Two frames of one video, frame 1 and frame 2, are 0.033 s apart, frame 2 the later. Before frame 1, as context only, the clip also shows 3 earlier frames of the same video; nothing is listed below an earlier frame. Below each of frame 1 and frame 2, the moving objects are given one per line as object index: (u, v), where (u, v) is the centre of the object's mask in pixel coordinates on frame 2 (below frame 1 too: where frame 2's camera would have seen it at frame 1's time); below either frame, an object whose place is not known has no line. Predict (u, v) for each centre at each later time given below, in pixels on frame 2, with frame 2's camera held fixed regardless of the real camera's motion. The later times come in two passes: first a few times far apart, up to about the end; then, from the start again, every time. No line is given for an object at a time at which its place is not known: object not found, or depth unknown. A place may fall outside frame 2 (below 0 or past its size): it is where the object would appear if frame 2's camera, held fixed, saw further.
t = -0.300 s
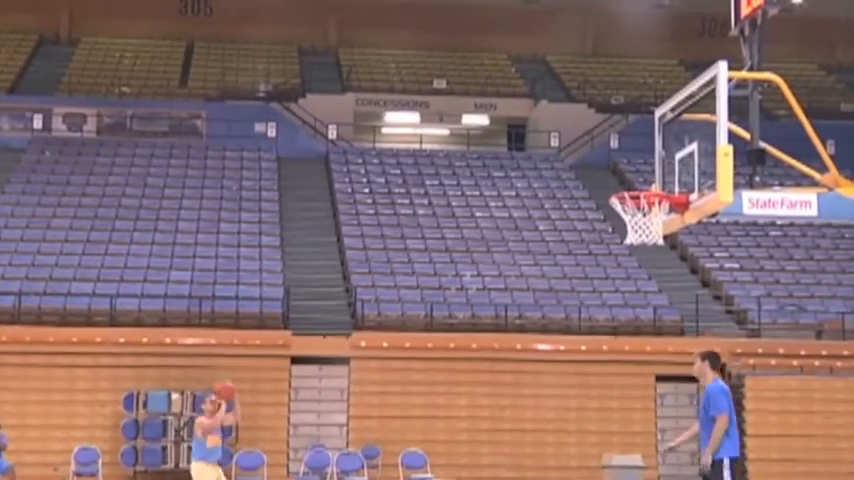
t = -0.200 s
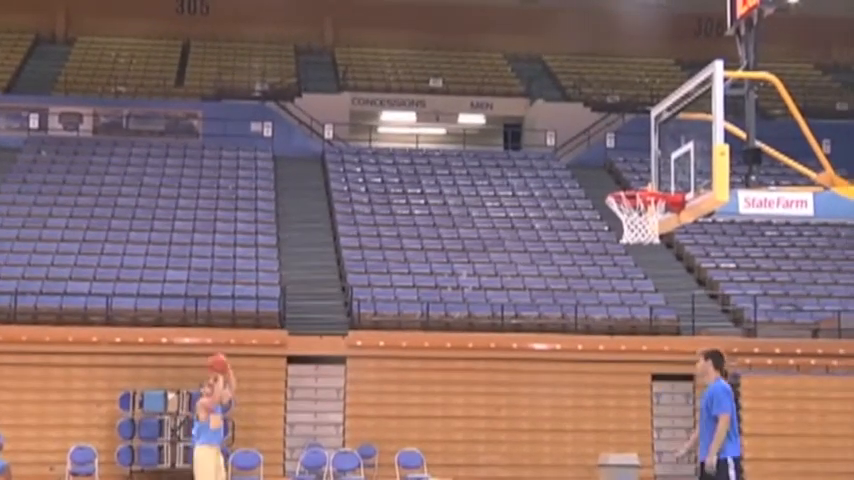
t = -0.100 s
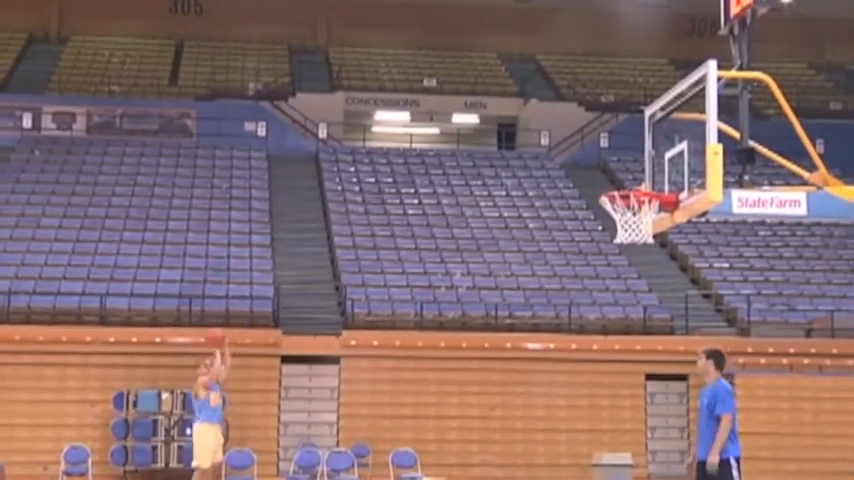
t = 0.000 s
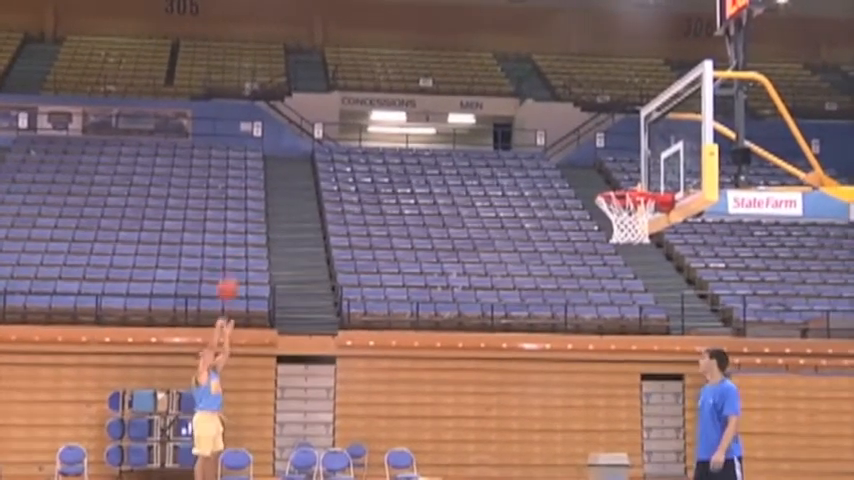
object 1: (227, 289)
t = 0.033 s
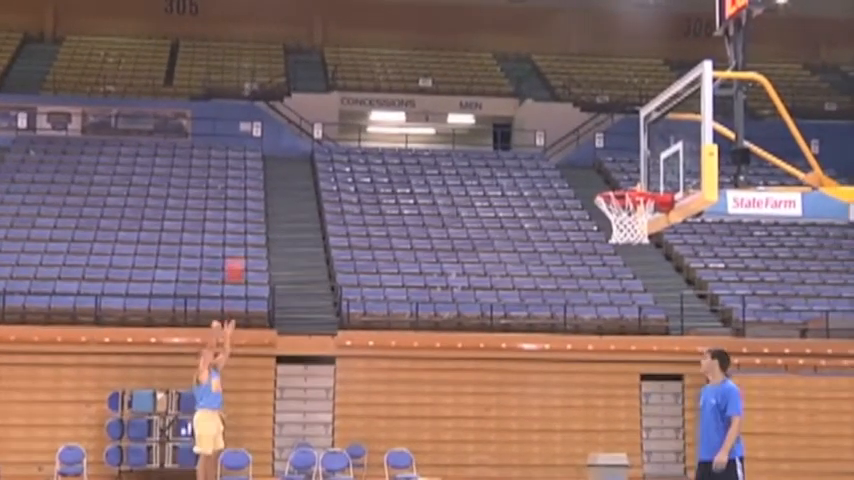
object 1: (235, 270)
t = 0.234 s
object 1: (289, 171)
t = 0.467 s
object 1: (355, 92)
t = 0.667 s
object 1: (417, 61)
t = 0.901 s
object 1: (497, 71)
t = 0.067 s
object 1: (244, 251)
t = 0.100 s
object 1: (253, 235)
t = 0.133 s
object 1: (263, 216)
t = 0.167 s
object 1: (271, 201)
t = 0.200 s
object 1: (280, 185)
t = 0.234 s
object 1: (289, 171)
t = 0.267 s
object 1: (299, 157)
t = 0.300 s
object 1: (307, 145)
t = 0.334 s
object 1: (317, 132)
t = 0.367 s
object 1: (327, 121)
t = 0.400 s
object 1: (335, 111)
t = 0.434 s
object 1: (345, 101)
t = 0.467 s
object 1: (355, 92)
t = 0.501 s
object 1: (366, 85)
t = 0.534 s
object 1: (375, 78)
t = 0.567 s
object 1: (386, 73)
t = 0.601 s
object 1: (397, 67)
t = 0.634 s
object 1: (407, 64)
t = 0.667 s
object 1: (417, 61)
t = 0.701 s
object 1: (428, 59)
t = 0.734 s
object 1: (439, 59)
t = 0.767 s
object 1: (450, 58)
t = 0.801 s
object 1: (462, 60)
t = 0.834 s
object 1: (473, 62)
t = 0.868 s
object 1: (485, 66)
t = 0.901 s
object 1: (497, 71)
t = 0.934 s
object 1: (509, 77)
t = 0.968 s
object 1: (522, 84)
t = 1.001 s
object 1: (534, 92)
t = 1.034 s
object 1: (546, 102)
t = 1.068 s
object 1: (560, 113)
